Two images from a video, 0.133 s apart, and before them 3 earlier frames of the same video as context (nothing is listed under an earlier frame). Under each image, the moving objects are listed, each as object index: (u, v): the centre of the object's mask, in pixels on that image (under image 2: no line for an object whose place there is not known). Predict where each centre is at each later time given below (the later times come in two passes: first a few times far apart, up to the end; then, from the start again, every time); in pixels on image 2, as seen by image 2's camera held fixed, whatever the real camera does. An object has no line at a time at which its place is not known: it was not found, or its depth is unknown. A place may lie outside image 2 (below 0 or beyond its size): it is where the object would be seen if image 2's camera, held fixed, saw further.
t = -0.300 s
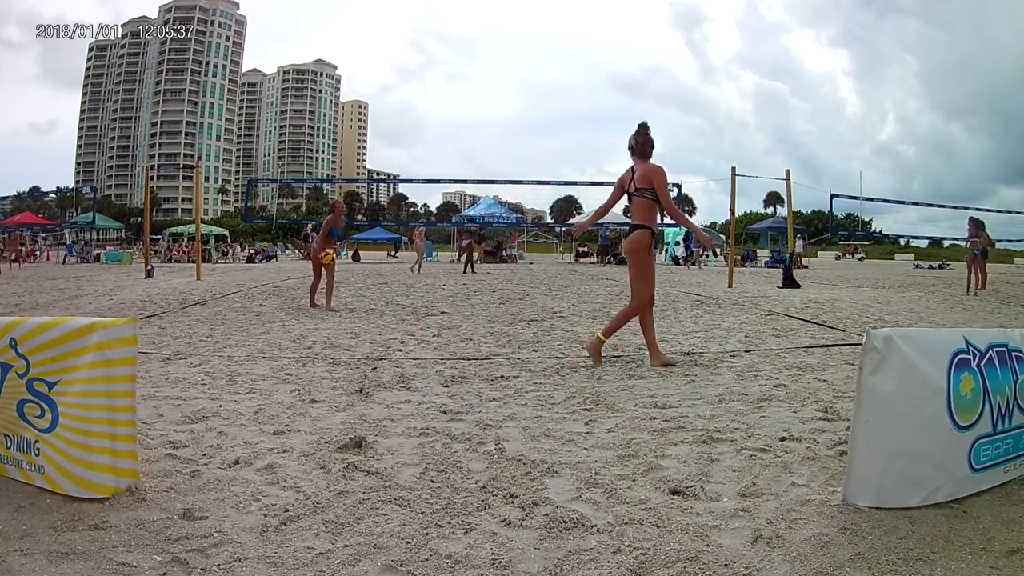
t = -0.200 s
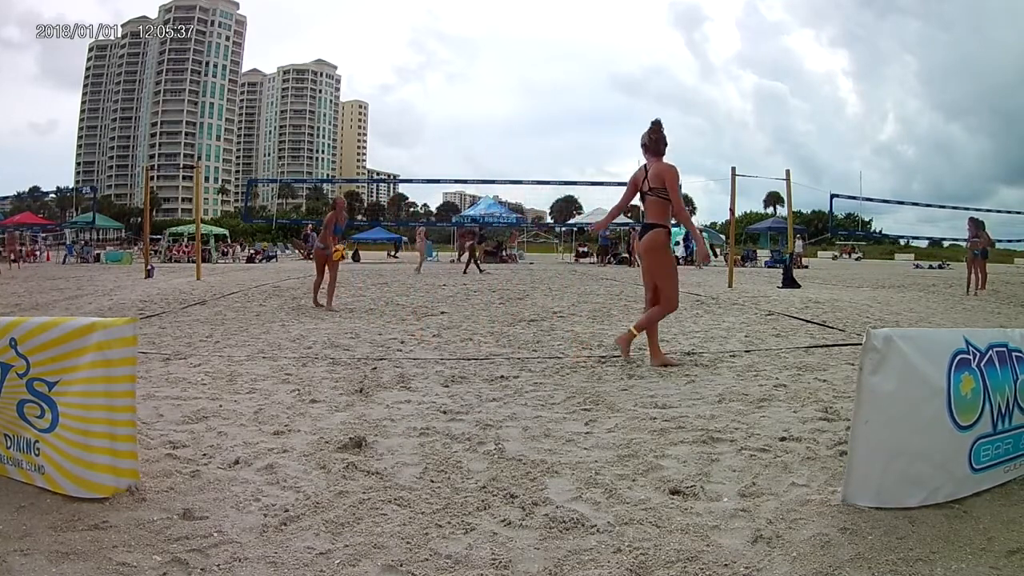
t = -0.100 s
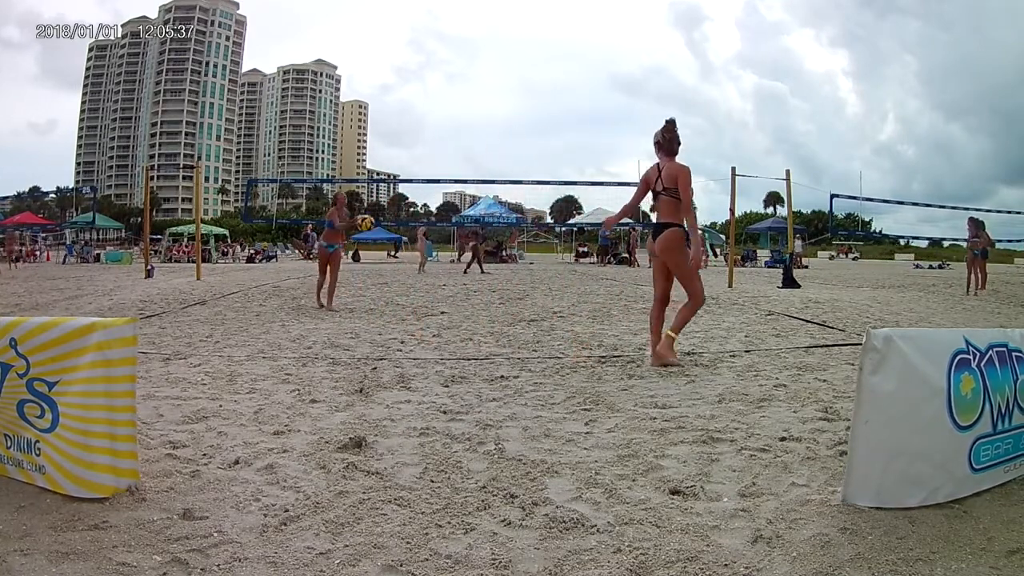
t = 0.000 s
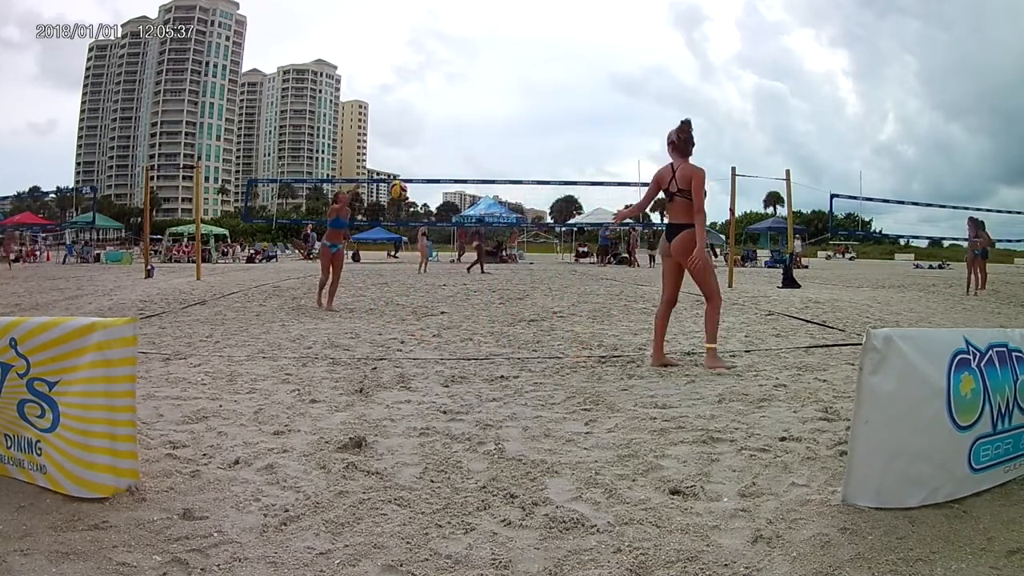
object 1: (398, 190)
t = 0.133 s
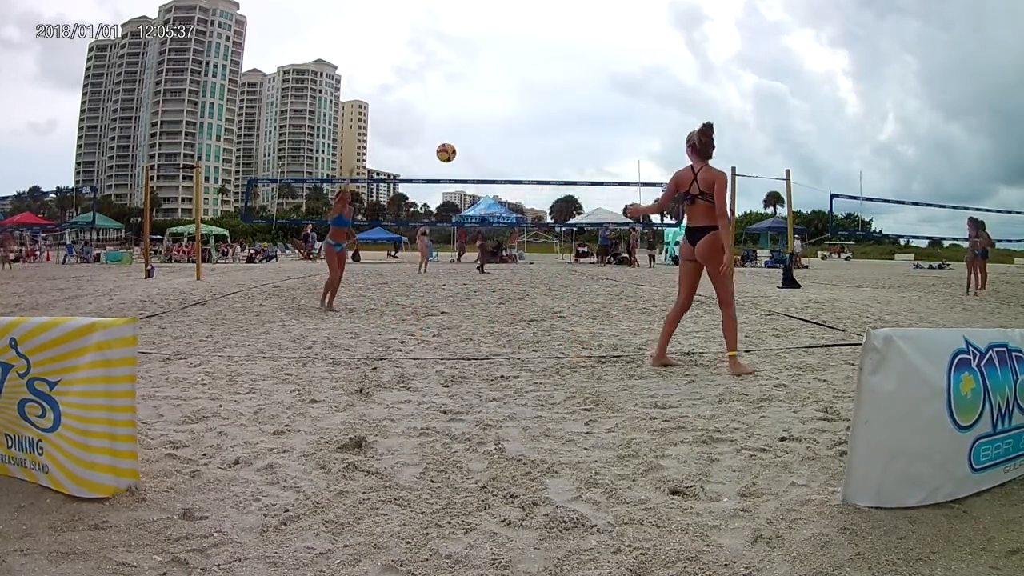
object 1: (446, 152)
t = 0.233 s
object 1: (486, 131)
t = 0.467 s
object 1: (598, 116)
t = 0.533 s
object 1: (635, 122)
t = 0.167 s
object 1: (459, 145)
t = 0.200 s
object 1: (472, 137)
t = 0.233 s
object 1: (486, 131)
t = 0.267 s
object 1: (501, 126)
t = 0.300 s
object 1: (516, 122)
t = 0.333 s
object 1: (531, 119)
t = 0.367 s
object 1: (547, 116)
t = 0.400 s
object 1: (563, 115)
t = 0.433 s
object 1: (580, 115)
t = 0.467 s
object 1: (598, 116)
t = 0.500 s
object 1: (616, 119)
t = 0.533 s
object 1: (635, 122)
